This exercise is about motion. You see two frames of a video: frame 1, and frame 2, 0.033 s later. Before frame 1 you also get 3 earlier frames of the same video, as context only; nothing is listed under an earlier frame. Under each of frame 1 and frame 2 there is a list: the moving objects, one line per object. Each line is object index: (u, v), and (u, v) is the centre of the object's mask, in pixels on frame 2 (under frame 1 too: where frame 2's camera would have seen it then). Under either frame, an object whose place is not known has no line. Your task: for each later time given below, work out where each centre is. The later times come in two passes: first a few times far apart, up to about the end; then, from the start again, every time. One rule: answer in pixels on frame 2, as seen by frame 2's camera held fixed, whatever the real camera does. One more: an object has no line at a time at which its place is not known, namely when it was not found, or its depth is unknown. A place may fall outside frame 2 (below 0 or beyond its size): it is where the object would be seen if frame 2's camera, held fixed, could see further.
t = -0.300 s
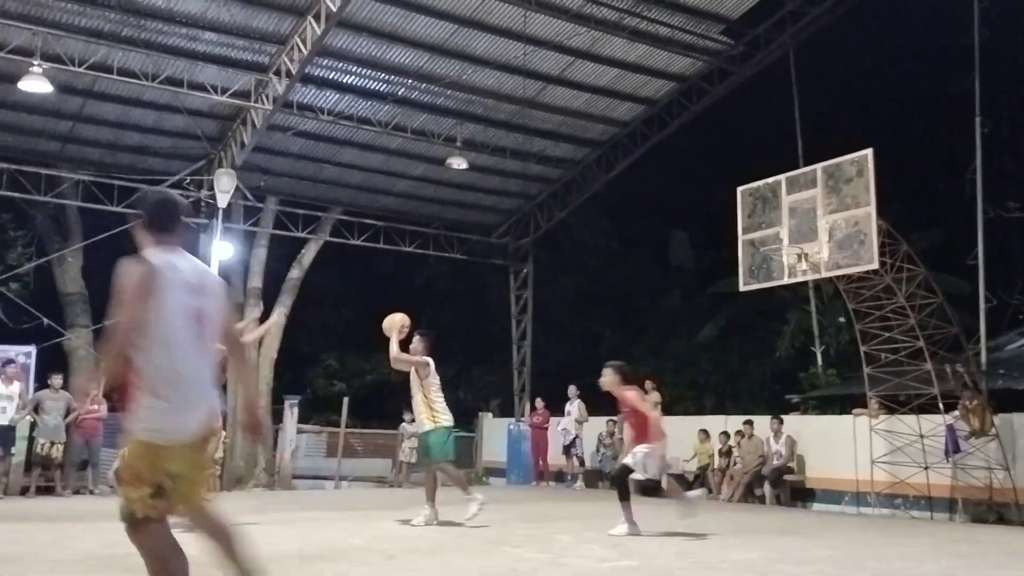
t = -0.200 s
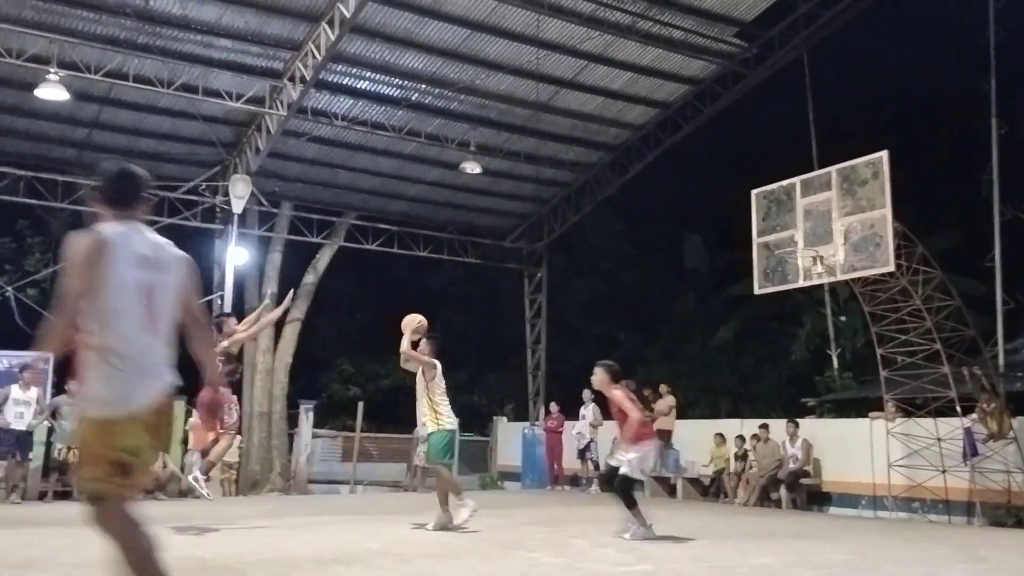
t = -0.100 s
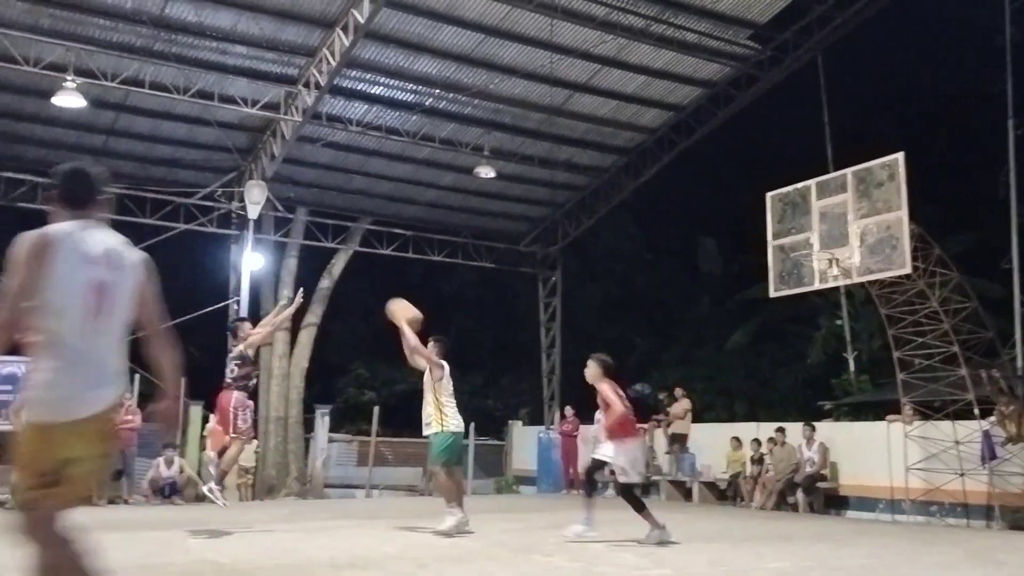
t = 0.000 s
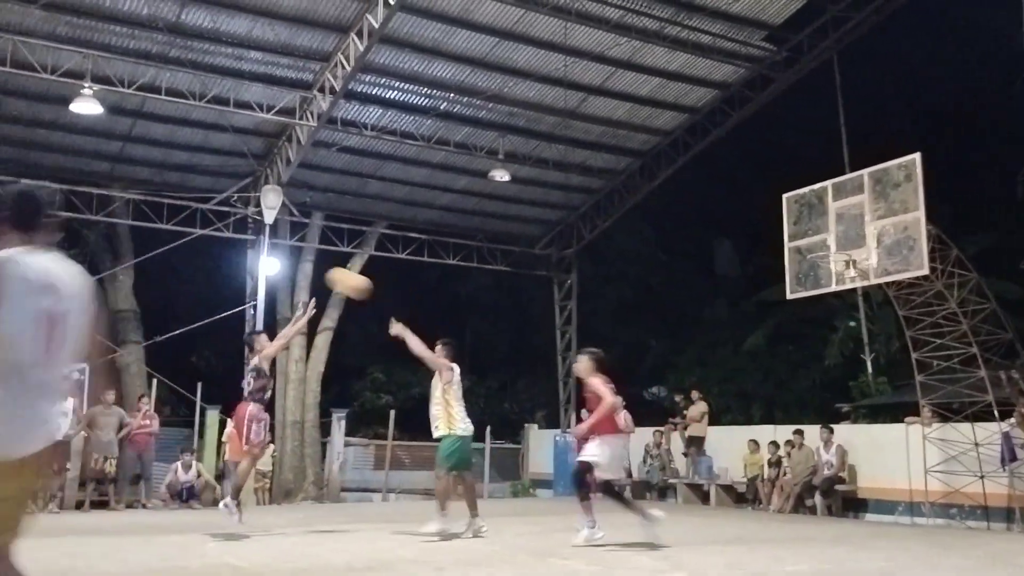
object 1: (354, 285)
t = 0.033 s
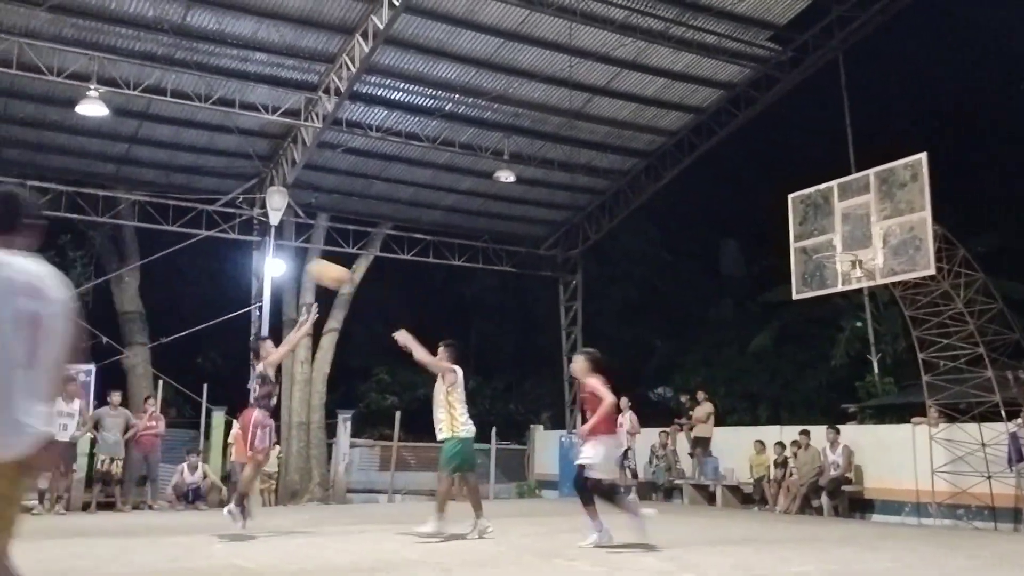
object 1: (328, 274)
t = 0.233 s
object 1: (182, 241)
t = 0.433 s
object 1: (44, 249)
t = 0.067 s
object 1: (305, 266)
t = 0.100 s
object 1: (282, 257)
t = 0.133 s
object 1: (251, 252)
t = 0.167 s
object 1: (230, 247)
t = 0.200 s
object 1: (206, 244)
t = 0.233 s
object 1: (182, 241)
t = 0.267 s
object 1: (158, 239)
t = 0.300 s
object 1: (133, 240)
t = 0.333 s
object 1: (109, 240)
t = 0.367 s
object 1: (85, 242)
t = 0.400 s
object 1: (62, 244)
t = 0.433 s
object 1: (44, 249)
